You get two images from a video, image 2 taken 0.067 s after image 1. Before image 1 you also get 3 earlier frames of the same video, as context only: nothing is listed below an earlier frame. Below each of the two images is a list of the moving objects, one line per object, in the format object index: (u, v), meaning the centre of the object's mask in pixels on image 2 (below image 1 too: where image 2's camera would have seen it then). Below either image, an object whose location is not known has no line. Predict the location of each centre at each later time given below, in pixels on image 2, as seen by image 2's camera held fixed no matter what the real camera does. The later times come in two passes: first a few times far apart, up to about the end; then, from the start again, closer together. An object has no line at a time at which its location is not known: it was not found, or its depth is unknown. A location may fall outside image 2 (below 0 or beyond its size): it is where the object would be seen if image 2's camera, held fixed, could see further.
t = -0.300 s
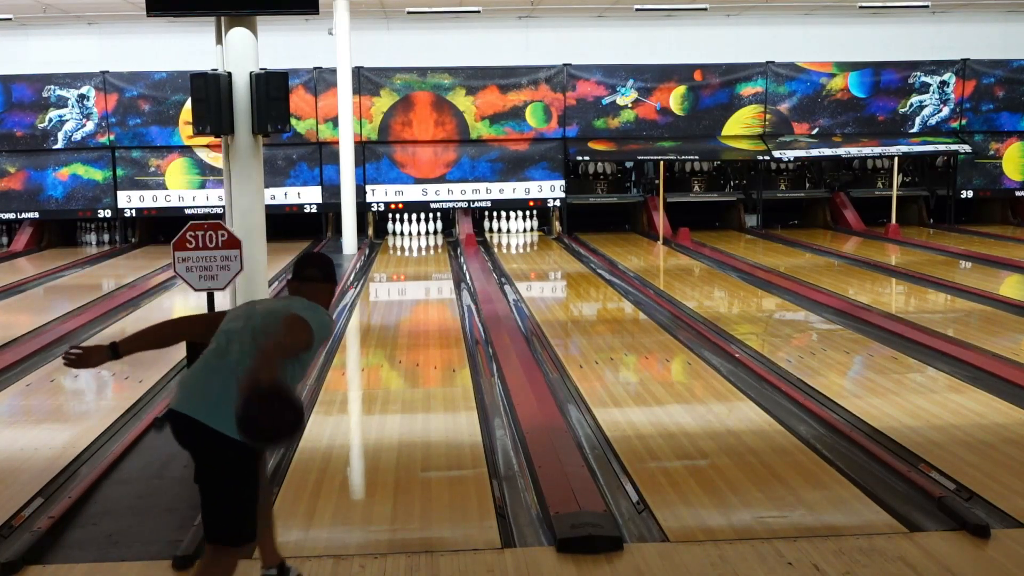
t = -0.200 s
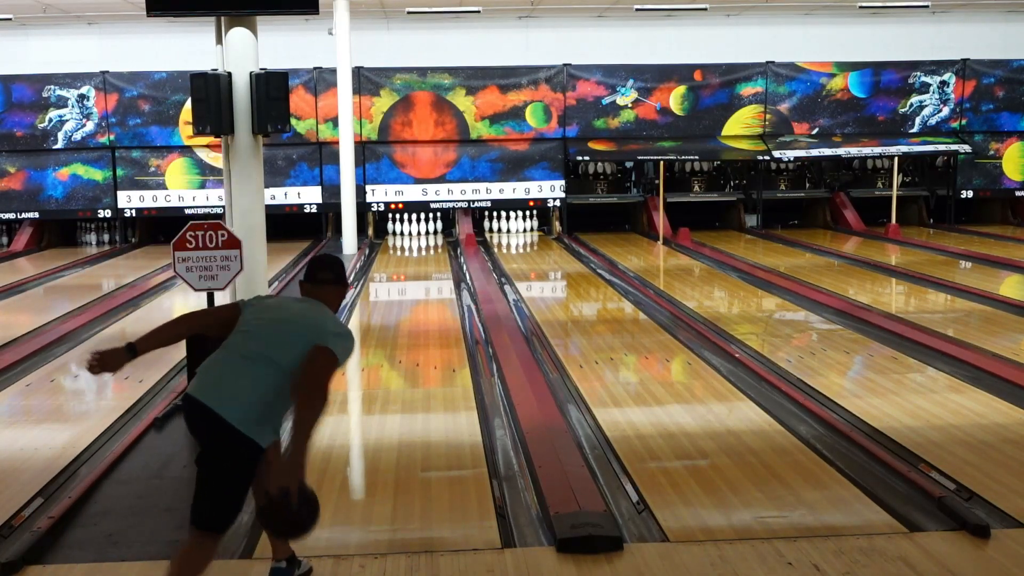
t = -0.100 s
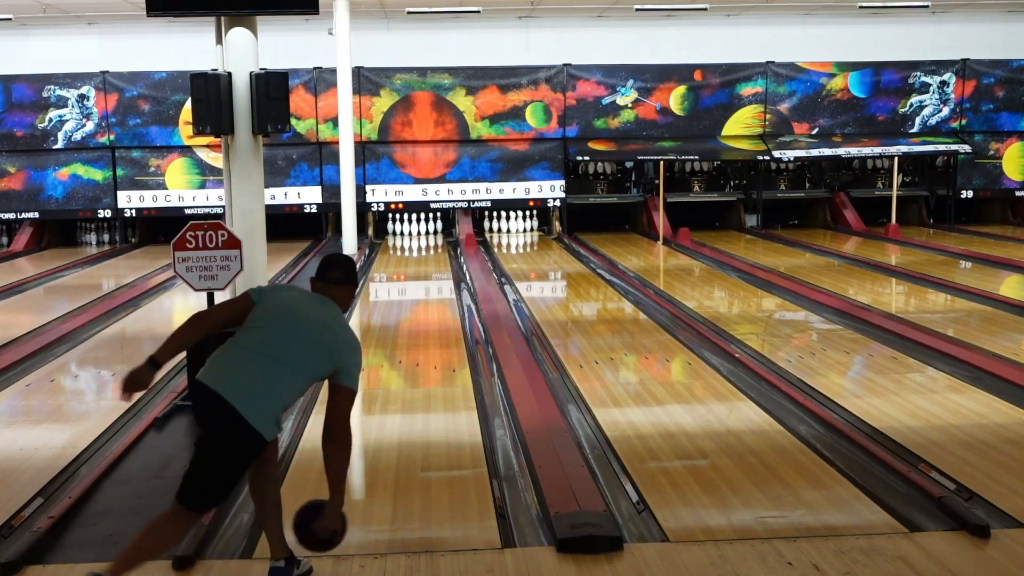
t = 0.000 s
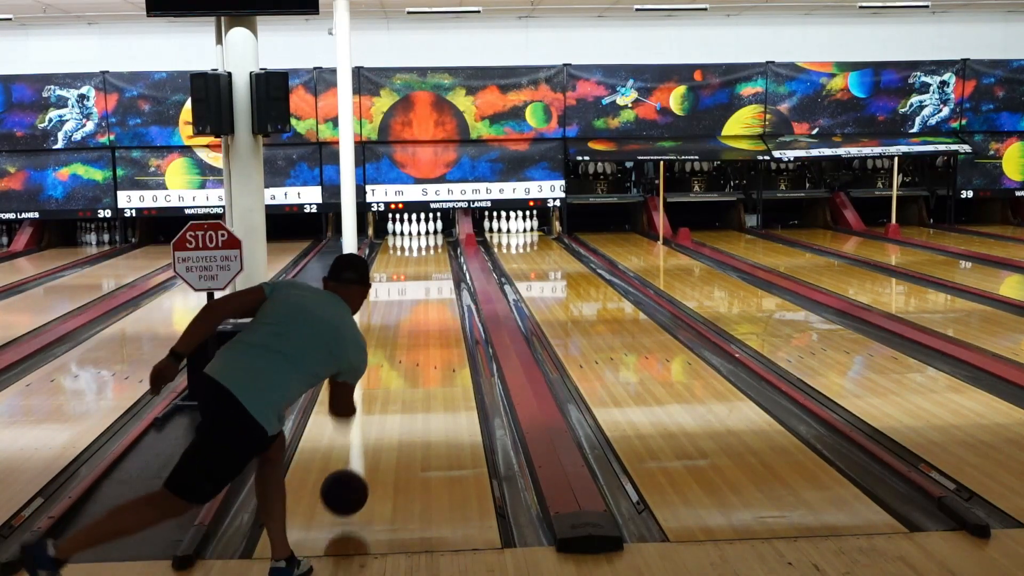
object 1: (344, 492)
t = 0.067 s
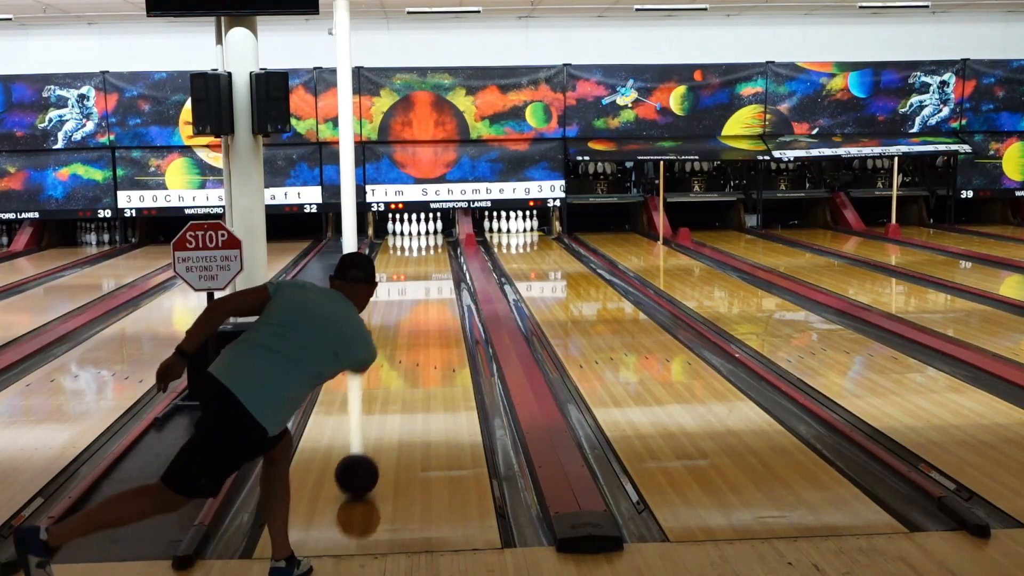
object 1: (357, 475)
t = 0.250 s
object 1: (382, 417)
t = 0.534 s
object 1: (406, 358)
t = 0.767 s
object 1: (419, 326)
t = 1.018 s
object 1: (429, 301)
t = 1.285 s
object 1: (436, 280)
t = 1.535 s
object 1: (441, 266)
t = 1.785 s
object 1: (440, 254)
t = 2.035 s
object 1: (433, 246)
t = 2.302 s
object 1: (424, 238)
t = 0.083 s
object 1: (359, 469)
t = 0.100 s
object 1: (362, 462)
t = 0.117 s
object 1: (365, 457)
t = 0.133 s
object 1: (367, 451)
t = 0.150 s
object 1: (369, 446)
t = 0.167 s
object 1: (372, 441)
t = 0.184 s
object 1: (374, 436)
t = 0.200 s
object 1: (376, 431)
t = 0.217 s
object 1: (378, 426)
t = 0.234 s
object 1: (380, 422)
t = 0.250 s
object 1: (382, 417)
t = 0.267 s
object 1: (384, 413)
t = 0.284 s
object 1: (385, 408)
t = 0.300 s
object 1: (387, 405)
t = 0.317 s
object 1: (389, 401)
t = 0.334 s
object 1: (390, 397)
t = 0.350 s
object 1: (392, 393)
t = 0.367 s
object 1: (393, 390)
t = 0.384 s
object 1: (395, 386)
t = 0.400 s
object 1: (396, 383)
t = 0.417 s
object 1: (398, 379)
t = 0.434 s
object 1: (399, 376)
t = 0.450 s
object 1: (400, 376)
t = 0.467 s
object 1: (399, 377)
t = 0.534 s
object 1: (406, 358)
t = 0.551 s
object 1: (407, 356)
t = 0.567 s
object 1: (408, 353)
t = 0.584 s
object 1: (409, 350)
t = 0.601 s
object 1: (410, 348)
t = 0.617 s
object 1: (411, 345)
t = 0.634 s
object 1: (412, 343)
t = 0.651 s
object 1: (413, 341)
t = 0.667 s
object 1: (414, 339)
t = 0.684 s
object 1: (415, 337)
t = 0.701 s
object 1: (416, 334)
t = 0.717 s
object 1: (417, 332)
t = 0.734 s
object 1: (418, 330)
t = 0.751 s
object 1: (418, 328)
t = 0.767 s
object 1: (419, 326)
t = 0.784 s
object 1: (420, 324)
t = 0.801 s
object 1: (421, 323)
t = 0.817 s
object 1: (421, 321)
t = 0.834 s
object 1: (422, 319)
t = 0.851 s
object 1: (423, 317)
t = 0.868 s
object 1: (424, 315)
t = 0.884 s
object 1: (424, 313)
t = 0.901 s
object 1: (425, 312)
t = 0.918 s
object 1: (426, 310)
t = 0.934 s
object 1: (426, 309)
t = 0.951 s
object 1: (427, 307)
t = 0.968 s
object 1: (427, 306)
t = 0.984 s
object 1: (428, 304)
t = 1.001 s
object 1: (429, 302)
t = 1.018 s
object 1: (429, 301)
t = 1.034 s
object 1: (430, 300)
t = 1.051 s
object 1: (430, 298)
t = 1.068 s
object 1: (431, 297)
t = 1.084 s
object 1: (431, 295)
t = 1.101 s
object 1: (432, 294)
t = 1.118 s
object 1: (432, 293)
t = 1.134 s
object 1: (432, 291)
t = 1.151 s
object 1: (433, 290)
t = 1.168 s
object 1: (433, 289)
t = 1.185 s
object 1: (434, 288)
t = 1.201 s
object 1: (434, 286)
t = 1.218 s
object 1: (435, 285)
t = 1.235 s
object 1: (435, 284)
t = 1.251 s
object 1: (436, 283)
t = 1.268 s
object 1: (436, 282)
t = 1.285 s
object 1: (436, 280)
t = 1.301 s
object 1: (437, 280)
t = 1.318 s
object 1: (437, 279)
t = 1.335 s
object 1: (437, 277)
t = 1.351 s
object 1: (438, 276)
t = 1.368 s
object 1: (438, 275)
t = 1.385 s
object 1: (438, 274)
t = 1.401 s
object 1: (439, 273)
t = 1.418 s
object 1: (439, 272)
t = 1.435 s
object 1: (439, 271)
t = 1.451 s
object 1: (440, 270)
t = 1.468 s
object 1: (440, 269)
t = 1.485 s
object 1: (440, 268)
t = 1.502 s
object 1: (440, 267)
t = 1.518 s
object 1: (441, 266)
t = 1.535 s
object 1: (441, 266)
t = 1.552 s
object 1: (441, 265)
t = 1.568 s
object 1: (441, 264)
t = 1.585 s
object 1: (441, 263)
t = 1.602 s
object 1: (441, 262)
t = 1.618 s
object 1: (441, 262)
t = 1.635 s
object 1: (441, 260)
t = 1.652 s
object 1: (441, 260)
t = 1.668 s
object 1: (441, 259)
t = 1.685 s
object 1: (441, 258)
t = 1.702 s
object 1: (441, 258)
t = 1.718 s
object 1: (441, 257)
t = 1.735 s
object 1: (441, 256)
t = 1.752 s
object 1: (441, 256)
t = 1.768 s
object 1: (440, 255)
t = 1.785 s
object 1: (440, 254)
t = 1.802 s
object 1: (440, 254)
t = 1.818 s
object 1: (439, 253)
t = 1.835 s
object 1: (439, 253)
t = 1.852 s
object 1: (439, 252)
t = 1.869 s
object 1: (438, 251)
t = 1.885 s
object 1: (438, 250)
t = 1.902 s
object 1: (438, 250)
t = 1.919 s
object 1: (437, 249)
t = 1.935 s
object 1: (436, 249)
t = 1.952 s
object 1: (436, 248)
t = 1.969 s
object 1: (435, 248)
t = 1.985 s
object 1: (435, 247)
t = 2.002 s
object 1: (434, 246)
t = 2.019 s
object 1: (434, 246)
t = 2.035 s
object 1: (433, 246)
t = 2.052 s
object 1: (433, 245)
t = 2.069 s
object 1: (432, 245)
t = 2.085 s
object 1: (432, 244)
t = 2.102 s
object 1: (431, 244)
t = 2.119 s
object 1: (431, 243)
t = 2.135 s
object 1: (430, 243)
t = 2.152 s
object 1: (430, 242)
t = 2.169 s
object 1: (429, 242)
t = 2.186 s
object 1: (429, 241)
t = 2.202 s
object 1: (428, 241)
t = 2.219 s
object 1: (427, 240)
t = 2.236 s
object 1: (427, 240)
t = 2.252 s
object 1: (426, 240)
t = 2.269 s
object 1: (425, 239)
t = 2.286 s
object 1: (425, 239)
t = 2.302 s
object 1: (424, 238)
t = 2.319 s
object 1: (424, 237)
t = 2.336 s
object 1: (423, 237)
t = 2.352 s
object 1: (423, 237)
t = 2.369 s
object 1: (423, 237)
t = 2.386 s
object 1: (422, 236)
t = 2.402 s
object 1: (422, 236)
